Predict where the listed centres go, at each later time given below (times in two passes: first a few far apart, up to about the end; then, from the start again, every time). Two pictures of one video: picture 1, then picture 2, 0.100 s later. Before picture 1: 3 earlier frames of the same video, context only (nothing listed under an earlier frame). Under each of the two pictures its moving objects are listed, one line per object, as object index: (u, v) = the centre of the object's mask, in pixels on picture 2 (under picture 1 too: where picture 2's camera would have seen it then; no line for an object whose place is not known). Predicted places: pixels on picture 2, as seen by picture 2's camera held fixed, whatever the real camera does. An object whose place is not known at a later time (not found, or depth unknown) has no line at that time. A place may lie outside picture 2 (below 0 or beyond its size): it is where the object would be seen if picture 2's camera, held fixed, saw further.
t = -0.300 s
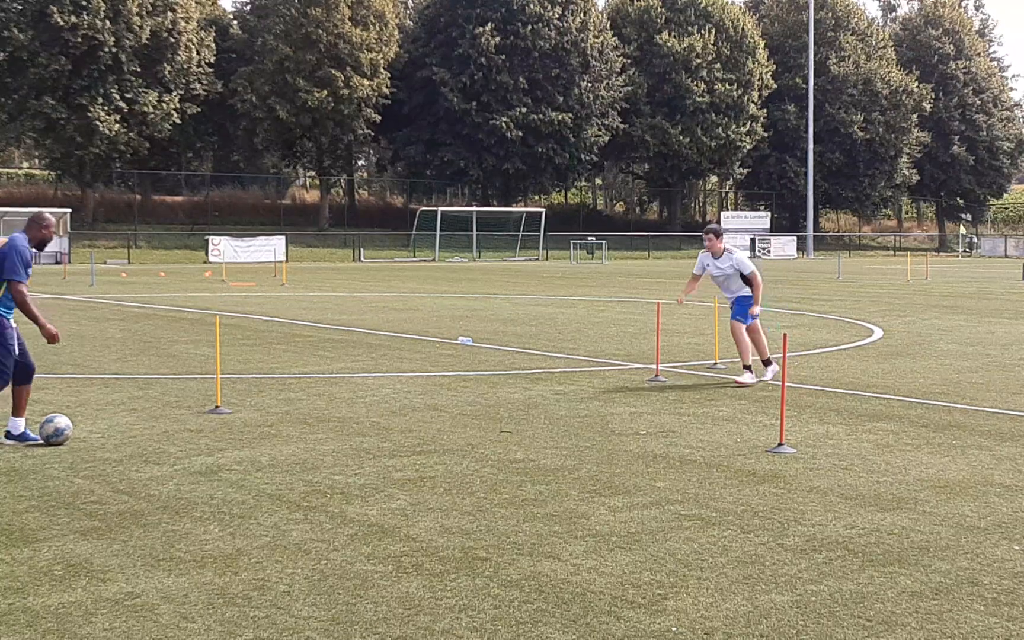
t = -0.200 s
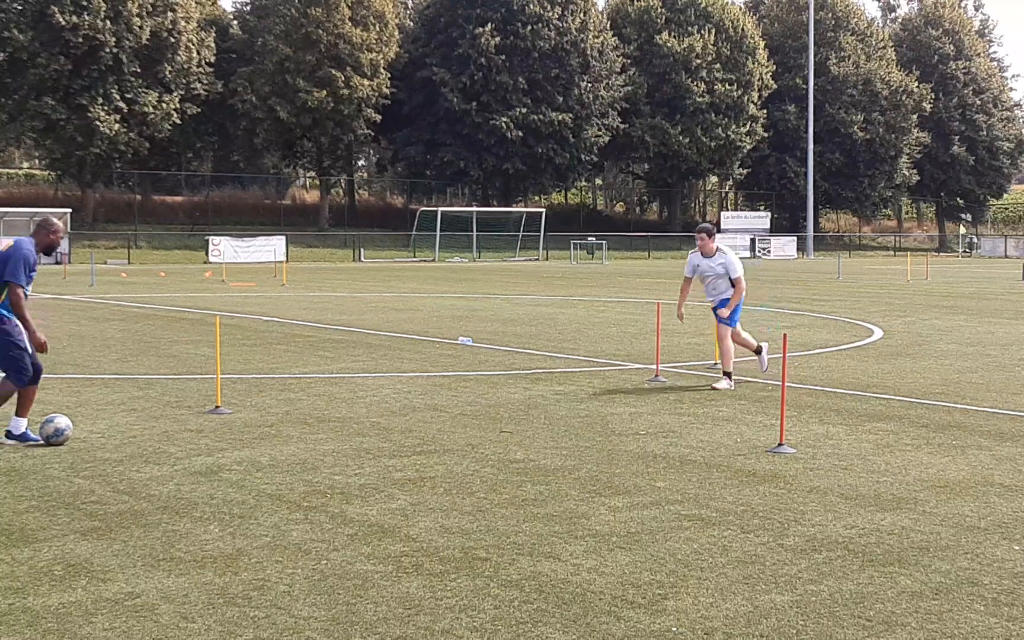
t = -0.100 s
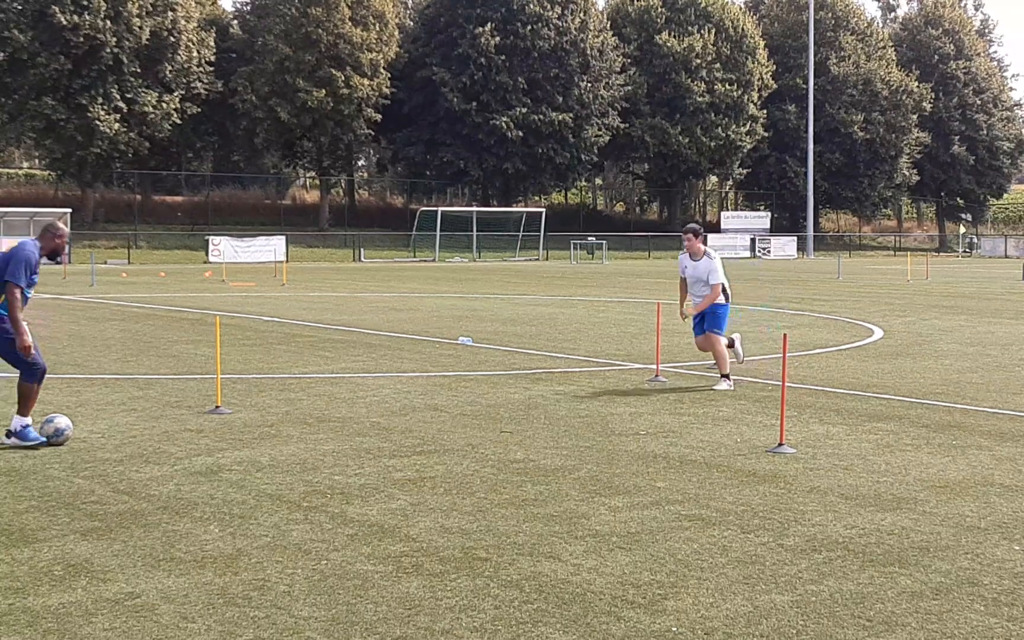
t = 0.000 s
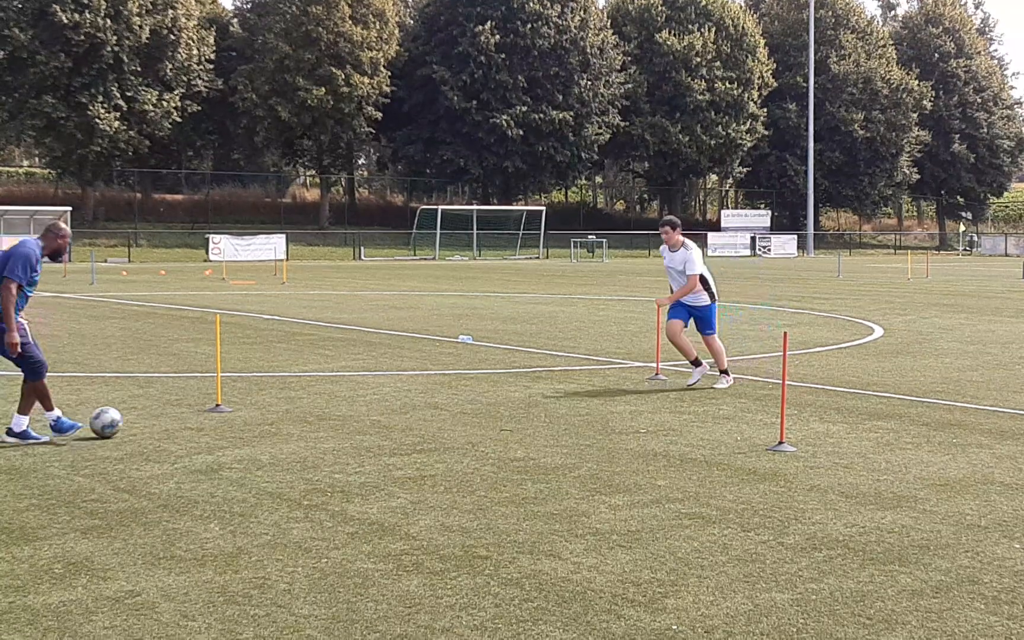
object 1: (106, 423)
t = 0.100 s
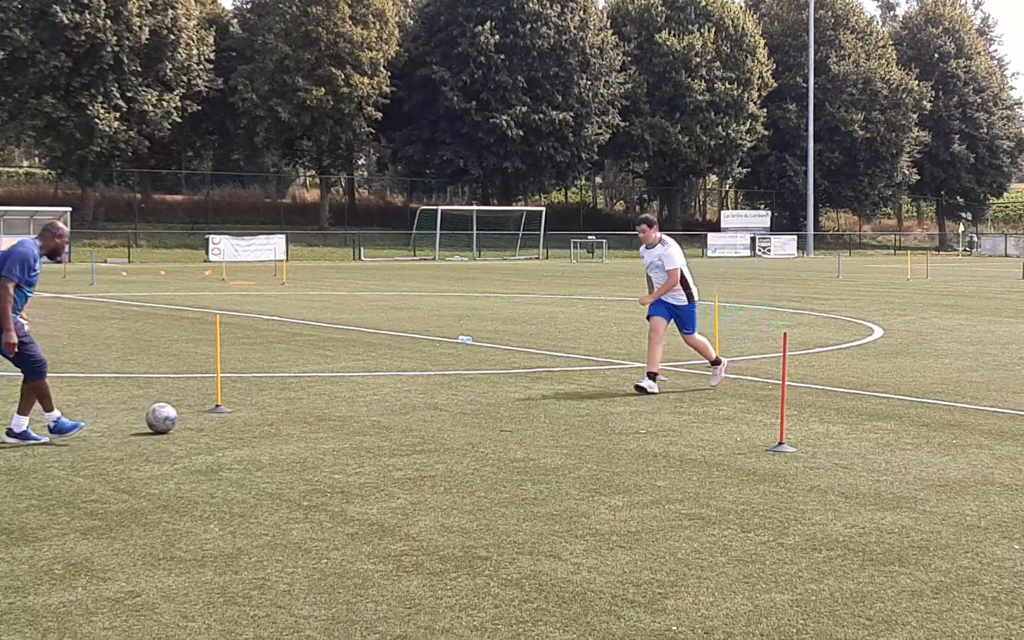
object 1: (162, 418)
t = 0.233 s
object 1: (222, 413)
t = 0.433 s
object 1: (290, 406)
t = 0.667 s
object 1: (357, 400)
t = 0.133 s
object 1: (179, 417)
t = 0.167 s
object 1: (194, 415)
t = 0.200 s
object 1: (208, 414)
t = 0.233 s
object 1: (222, 413)
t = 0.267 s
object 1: (235, 412)
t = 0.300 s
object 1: (248, 410)
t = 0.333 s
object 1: (259, 409)
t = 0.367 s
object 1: (270, 408)
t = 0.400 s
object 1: (280, 408)
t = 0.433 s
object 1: (290, 406)
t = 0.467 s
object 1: (300, 406)
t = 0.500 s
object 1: (310, 405)
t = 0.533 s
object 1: (319, 404)
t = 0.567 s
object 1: (329, 403)
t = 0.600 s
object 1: (338, 402)
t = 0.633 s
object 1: (347, 401)
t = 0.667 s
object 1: (357, 400)
